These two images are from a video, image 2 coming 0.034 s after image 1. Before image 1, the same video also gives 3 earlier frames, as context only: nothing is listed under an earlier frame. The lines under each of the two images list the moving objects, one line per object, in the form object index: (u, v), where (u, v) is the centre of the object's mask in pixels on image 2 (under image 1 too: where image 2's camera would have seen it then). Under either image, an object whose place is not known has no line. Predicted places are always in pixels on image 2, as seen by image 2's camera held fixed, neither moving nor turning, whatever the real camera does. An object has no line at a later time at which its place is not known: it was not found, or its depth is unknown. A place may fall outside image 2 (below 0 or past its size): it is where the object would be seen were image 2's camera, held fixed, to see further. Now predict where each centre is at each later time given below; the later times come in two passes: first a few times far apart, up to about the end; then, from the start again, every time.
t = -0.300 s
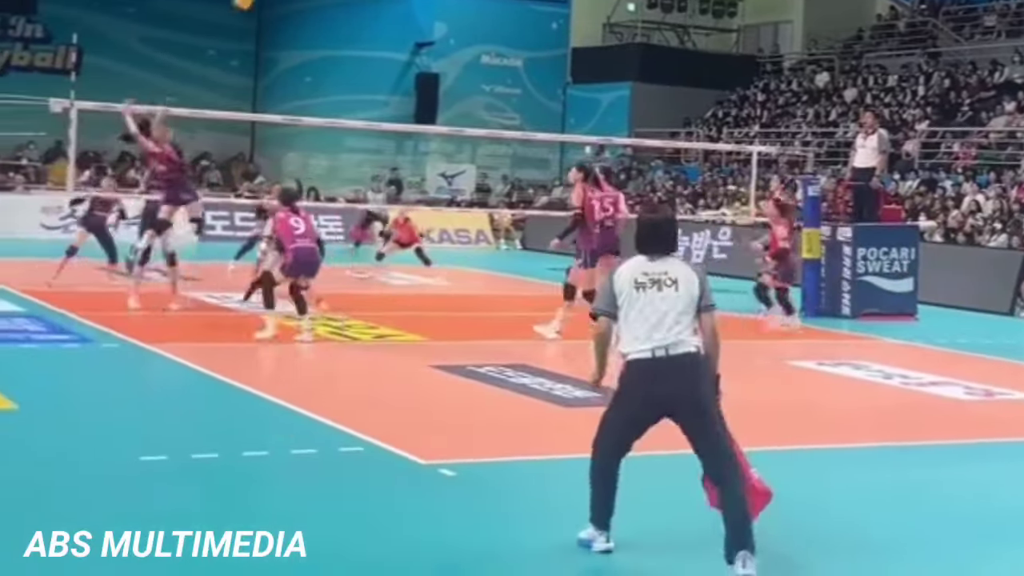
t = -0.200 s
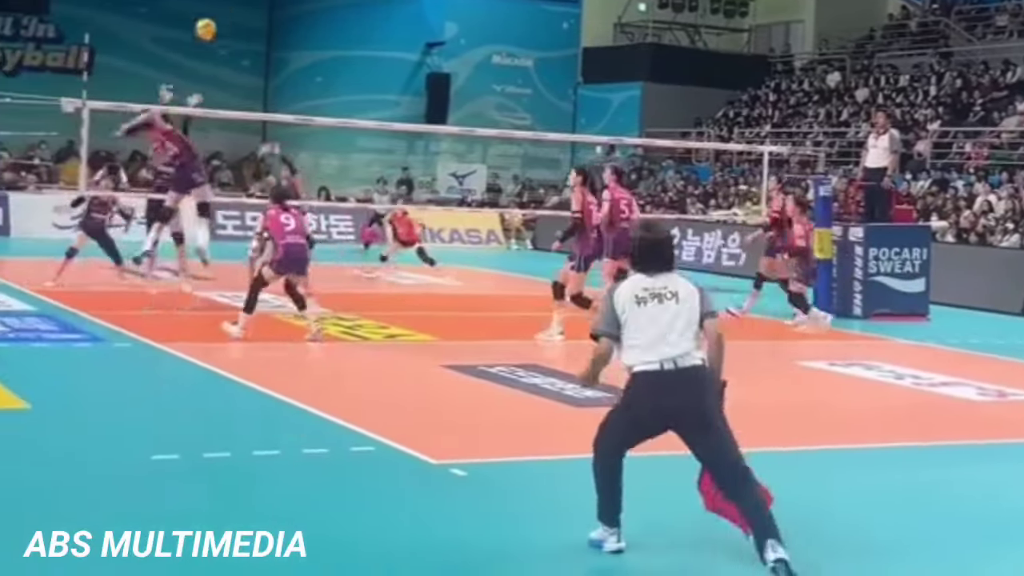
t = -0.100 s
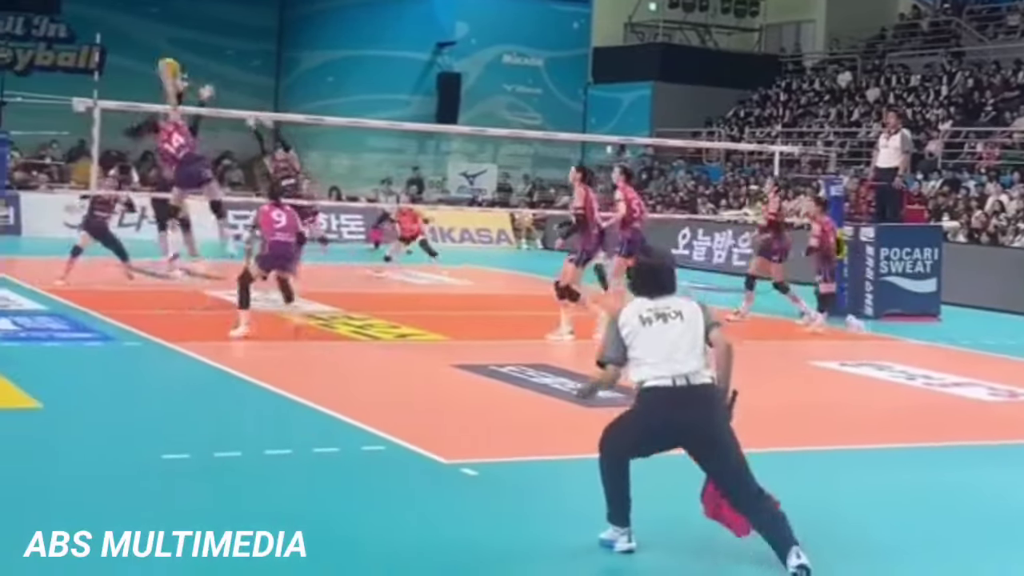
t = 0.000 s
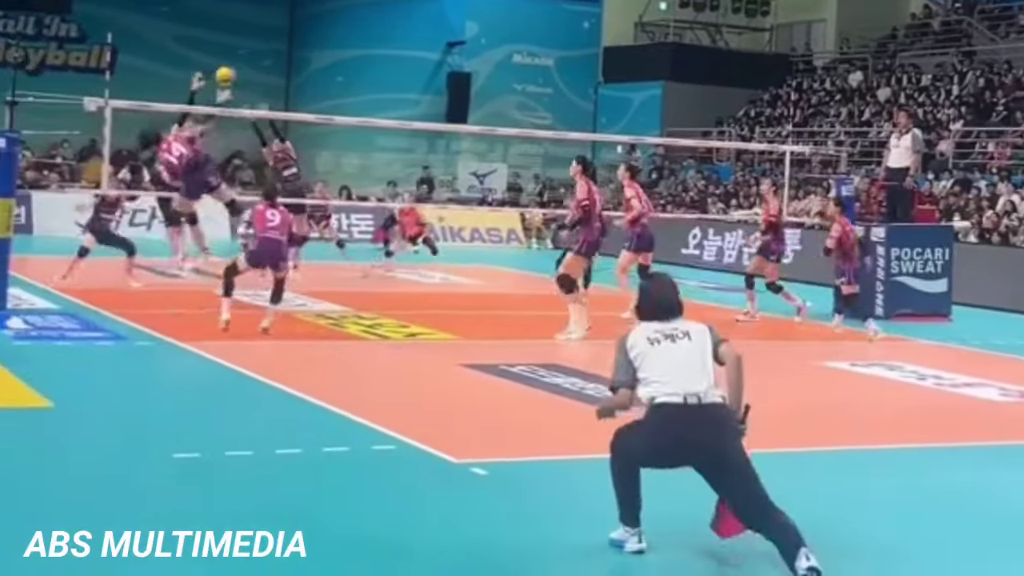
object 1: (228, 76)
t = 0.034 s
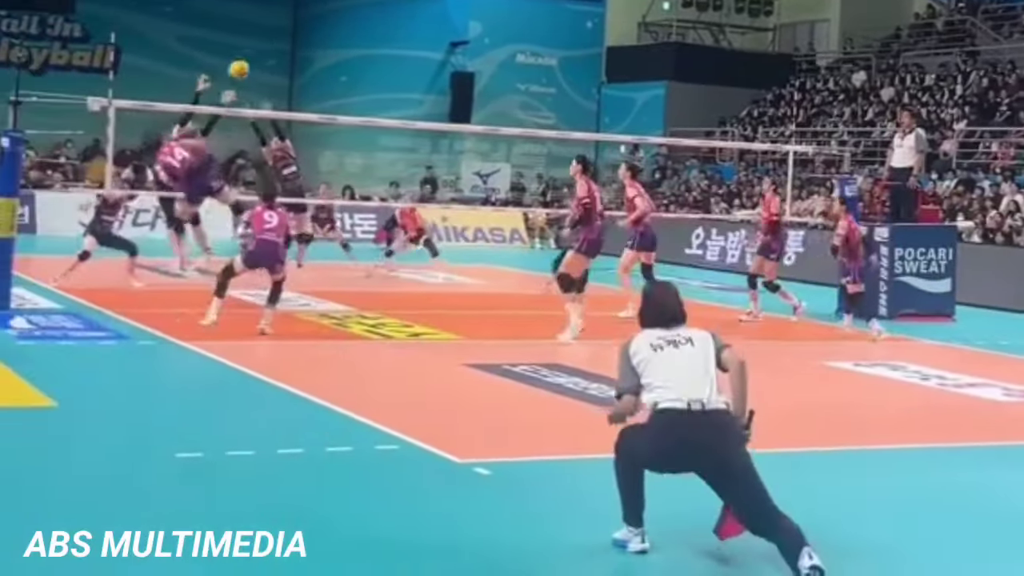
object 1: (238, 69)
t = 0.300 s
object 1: (311, 52)
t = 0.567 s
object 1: (371, 90)
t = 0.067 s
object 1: (247, 64)
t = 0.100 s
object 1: (257, 59)
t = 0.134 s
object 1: (267, 55)
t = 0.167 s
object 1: (276, 53)
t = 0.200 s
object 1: (285, 51)
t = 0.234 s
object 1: (293, 50)
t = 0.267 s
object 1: (302, 50)
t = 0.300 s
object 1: (311, 52)
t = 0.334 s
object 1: (318, 54)
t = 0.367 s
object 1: (326, 57)
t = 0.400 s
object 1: (334, 60)
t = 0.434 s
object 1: (342, 65)
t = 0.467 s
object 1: (349, 70)
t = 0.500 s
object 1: (357, 77)
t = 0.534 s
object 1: (363, 84)
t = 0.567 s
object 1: (371, 90)
